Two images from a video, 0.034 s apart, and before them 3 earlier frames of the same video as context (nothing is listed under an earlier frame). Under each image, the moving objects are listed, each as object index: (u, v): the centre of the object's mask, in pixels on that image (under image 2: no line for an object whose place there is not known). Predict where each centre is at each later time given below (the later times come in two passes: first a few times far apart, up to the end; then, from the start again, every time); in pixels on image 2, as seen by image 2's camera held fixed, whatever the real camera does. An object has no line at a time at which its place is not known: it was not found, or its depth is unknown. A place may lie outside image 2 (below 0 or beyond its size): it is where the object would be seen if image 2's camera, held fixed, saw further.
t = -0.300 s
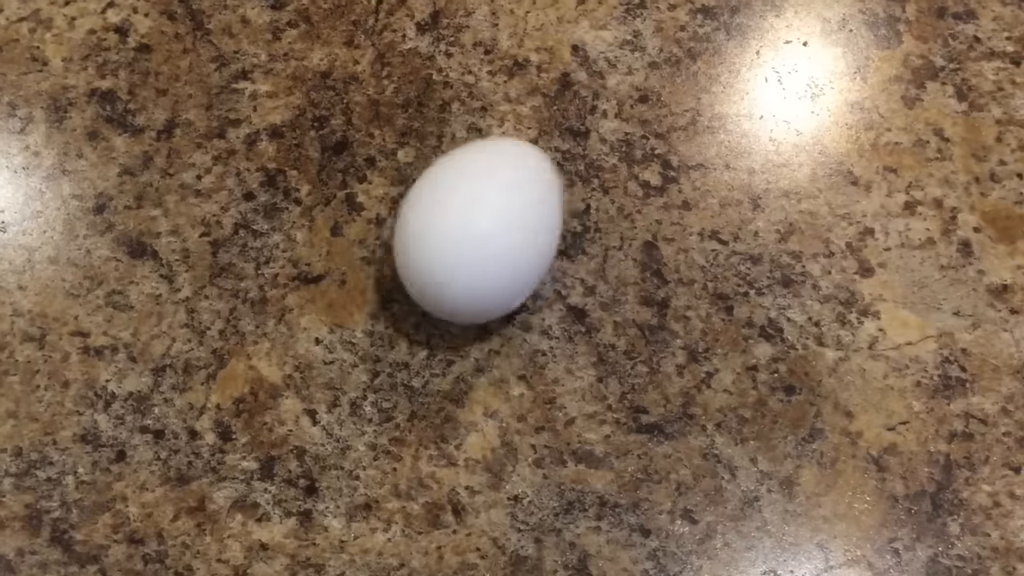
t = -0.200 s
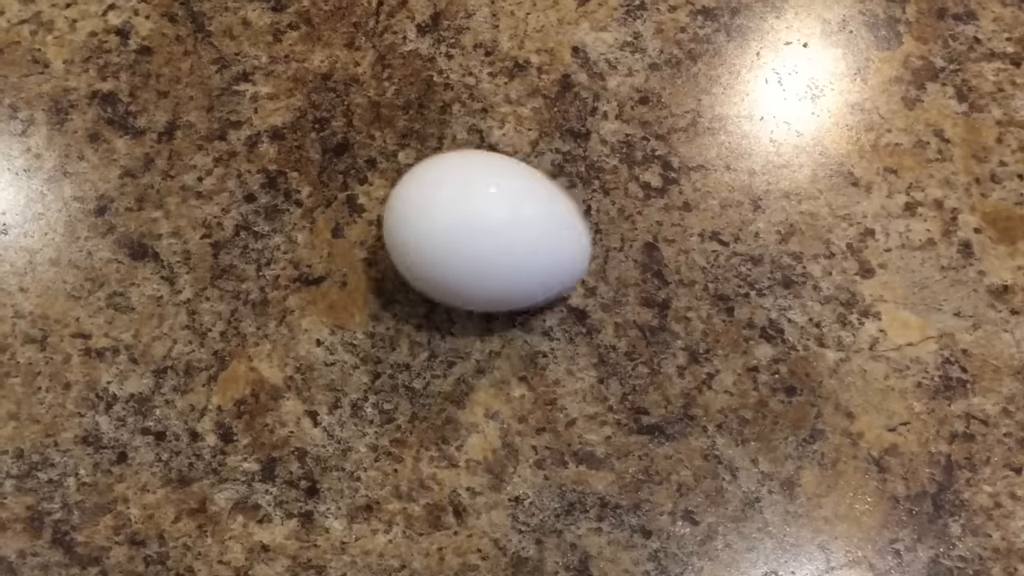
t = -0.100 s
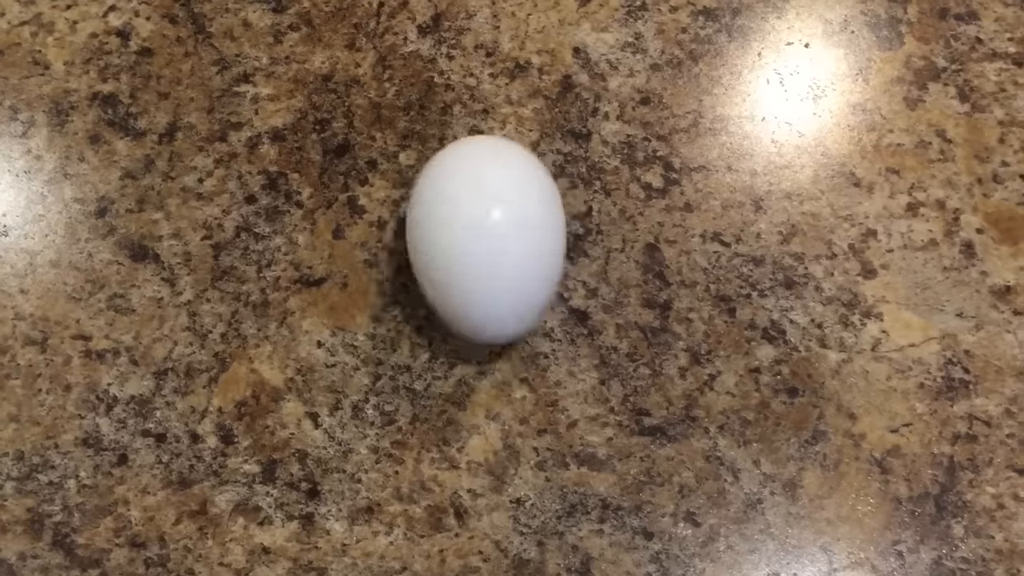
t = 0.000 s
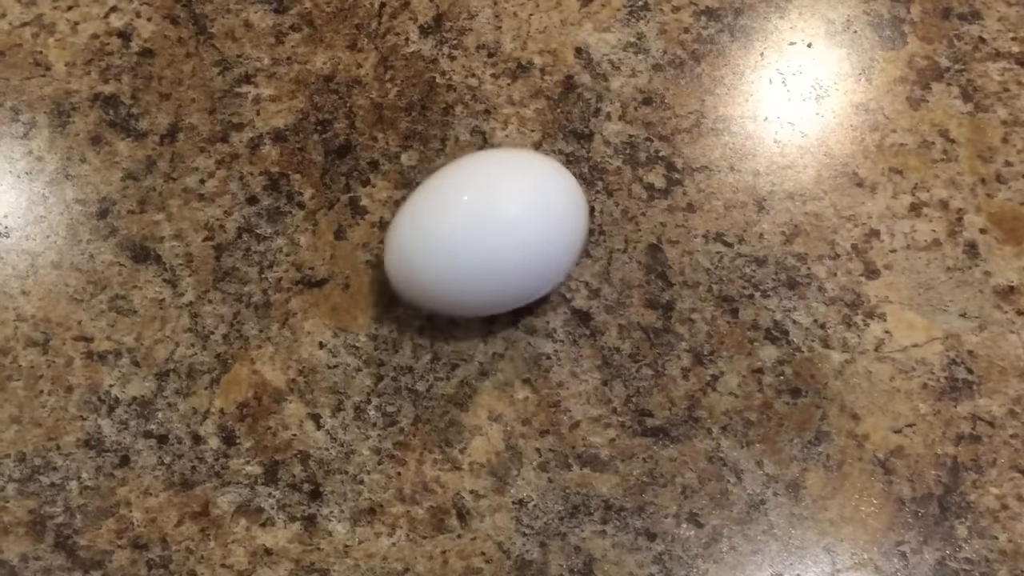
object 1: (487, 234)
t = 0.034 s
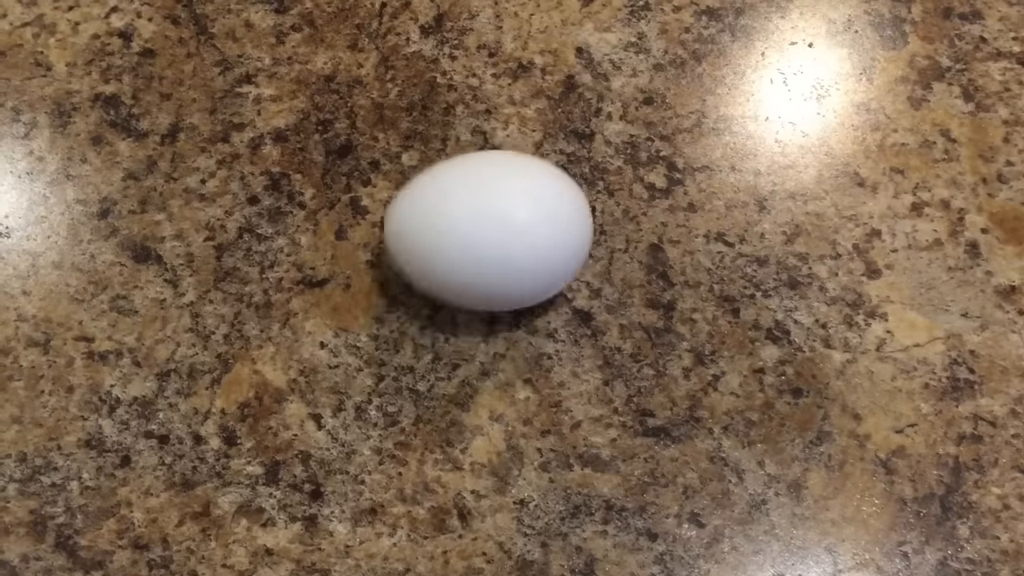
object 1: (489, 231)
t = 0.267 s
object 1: (500, 229)
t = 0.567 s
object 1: (496, 230)
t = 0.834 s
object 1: (496, 228)
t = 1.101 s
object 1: (499, 233)
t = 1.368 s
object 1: (497, 230)
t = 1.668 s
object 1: (503, 232)
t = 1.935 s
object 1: (502, 234)
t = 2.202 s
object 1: (503, 232)
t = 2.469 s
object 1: (502, 228)
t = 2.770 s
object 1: (505, 228)
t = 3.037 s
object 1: (509, 230)
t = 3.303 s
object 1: (511, 230)
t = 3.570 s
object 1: (511, 238)
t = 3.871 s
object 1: (517, 240)
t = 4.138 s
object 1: (515, 241)
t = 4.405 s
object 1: (506, 246)
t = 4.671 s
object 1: (512, 250)
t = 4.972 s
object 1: (514, 247)
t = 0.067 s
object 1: (492, 229)
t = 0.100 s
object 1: (494, 228)
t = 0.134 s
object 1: (495, 228)
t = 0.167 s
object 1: (496, 228)
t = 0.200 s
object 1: (497, 228)
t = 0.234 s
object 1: (498, 228)
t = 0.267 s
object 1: (500, 229)
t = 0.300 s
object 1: (502, 230)
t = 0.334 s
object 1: (502, 232)
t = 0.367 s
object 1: (501, 233)
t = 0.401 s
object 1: (499, 232)
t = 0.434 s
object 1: (497, 233)
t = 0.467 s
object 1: (495, 231)
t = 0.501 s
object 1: (494, 229)
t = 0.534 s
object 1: (495, 229)
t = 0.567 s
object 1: (496, 230)
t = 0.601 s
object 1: (497, 232)
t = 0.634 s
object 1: (496, 233)
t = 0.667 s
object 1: (495, 233)
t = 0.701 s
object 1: (494, 232)
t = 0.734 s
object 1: (494, 230)
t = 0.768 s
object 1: (494, 228)
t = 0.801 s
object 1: (495, 228)
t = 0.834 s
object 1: (496, 228)
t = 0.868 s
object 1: (496, 229)
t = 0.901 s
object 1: (496, 229)
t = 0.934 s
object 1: (496, 229)
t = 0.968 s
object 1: (495, 230)
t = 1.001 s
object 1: (496, 230)
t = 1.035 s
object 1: (498, 230)
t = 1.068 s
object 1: (499, 231)
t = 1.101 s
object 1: (499, 233)
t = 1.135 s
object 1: (498, 235)
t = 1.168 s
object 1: (496, 237)
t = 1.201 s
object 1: (493, 237)
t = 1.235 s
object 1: (492, 235)
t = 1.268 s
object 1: (492, 233)
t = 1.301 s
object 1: (493, 232)
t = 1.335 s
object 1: (495, 230)
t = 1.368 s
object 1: (497, 230)
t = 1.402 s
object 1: (499, 229)
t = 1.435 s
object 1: (500, 228)
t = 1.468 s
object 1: (501, 227)
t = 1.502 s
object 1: (502, 227)
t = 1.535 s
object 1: (502, 227)
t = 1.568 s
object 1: (502, 227)
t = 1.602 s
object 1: (503, 229)
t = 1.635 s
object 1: (503, 230)
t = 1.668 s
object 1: (503, 232)
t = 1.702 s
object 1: (502, 233)
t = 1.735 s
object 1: (500, 233)
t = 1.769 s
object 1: (498, 233)
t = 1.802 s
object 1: (497, 232)
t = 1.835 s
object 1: (497, 231)
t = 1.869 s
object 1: (499, 232)
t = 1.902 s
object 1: (500, 232)
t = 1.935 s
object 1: (502, 234)
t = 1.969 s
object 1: (502, 234)
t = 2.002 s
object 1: (501, 234)
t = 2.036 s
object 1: (500, 234)
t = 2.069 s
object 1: (498, 234)
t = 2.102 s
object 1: (498, 233)
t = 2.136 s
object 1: (500, 232)
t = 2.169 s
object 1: (501, 231)
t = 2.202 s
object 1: (503, 232)
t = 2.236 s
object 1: (504, 233)
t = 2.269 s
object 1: (504, 233)
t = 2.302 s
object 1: (502, 232)
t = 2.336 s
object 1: (501, 231)
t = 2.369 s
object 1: (501, 230)
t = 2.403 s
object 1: (501, 229)
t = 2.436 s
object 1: (502, 228)
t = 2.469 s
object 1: (502, 228)
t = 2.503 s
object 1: (503, 228)
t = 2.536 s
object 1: (503, 229)
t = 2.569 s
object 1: (503, 229)
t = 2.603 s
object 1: (504, 229)
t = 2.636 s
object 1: (503, 229)
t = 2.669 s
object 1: (504, 229)
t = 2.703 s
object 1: (504, 229)
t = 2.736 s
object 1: (505, 228)
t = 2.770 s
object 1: (505, 228)
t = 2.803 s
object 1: (506, 228)
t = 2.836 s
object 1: (507, 229)
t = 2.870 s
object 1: (507, 231)
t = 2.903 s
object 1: (507, 231)
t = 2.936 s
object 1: (507, 232)
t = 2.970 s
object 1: (507, 231)
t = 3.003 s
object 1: (508, 231)
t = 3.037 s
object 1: (509, 230)
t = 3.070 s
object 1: (511, 230)
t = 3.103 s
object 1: (512, 230)
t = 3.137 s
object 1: (512, 230)
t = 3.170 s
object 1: (513, 231)
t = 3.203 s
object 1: (512, 231)
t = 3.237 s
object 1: (511, 230)
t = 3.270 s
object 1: (511, 230)
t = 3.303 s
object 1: (511, 230)
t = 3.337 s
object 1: (511, 230)
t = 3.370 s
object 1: (512, 230)
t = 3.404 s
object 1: (513, 231)
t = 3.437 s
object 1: (514, 233)
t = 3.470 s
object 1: (514, 234)
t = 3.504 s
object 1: (514, 236)
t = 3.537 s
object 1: (512, 237)
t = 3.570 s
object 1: (511, 238)
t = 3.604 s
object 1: (510, 238)
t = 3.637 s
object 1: (510, 238)
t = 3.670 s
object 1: (512, 237)
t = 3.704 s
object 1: (514, 237)
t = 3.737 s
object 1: (516, 238)
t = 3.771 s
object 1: (517, 239)
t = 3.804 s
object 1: (518, 240)
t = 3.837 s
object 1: (517, 240)
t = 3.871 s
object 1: (517, 240)
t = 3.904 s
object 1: (515, 239)
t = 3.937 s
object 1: (514, 239)
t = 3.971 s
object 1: (513, 239)
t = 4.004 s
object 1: (513, 239)
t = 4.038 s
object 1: (513, 238)
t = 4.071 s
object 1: (513, 239)
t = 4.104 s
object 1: (515, 240)
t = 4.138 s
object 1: (515, 241)
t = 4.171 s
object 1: (515, 243)
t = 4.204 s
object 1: (513, 245)
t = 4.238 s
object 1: (511, 246)
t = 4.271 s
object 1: (508, 247)
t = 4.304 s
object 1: (506, 246)
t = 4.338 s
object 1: (505, 246)
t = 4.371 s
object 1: (505, 245)
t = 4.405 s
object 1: (506, 246)
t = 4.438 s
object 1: (508, 246)
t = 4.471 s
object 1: (510, 247)
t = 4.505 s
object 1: (511, 248)
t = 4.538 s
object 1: (511, 249)
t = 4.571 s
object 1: (512, 250)
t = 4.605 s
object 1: (512, 250)
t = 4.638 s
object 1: (512, 250)
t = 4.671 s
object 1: (512, 250)
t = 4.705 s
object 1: (512, 249)
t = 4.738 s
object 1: (512, 248)
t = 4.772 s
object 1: (513, 247)
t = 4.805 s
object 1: (514, 246)
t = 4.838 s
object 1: (516, 245)
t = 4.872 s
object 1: (517, 245)
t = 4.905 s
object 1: (516, 245)
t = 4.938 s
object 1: (516, 246)
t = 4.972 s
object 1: (514, 247)
